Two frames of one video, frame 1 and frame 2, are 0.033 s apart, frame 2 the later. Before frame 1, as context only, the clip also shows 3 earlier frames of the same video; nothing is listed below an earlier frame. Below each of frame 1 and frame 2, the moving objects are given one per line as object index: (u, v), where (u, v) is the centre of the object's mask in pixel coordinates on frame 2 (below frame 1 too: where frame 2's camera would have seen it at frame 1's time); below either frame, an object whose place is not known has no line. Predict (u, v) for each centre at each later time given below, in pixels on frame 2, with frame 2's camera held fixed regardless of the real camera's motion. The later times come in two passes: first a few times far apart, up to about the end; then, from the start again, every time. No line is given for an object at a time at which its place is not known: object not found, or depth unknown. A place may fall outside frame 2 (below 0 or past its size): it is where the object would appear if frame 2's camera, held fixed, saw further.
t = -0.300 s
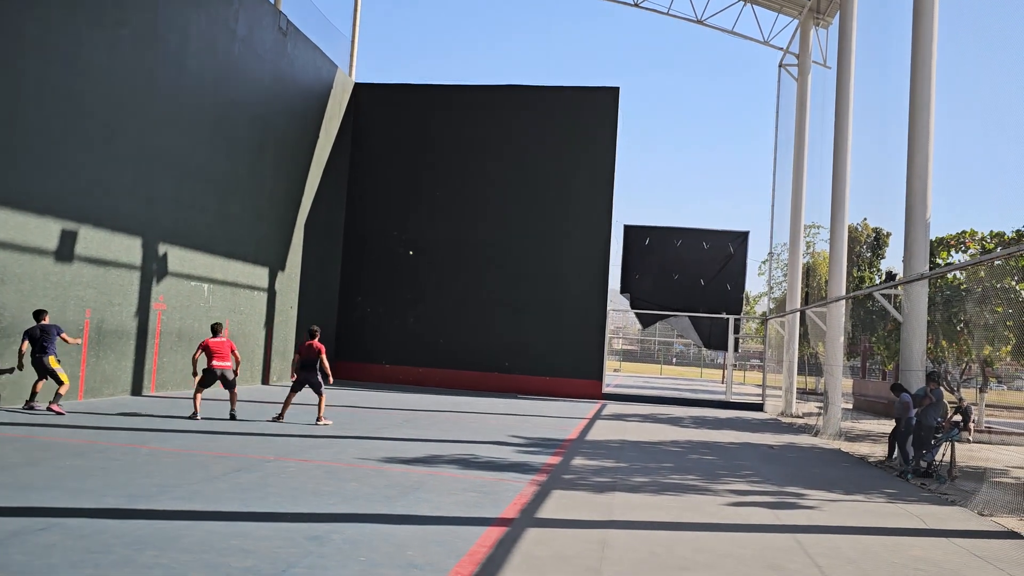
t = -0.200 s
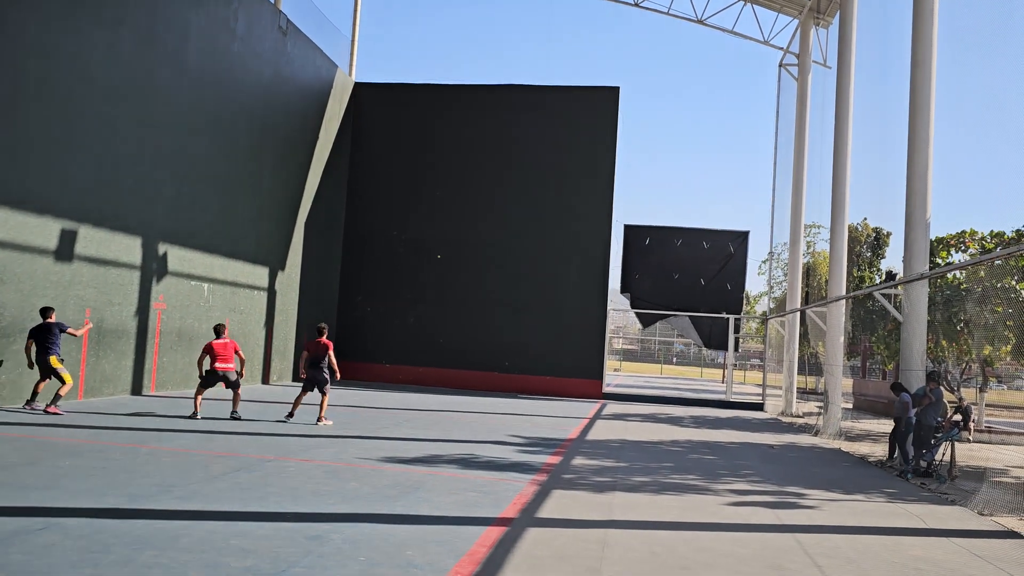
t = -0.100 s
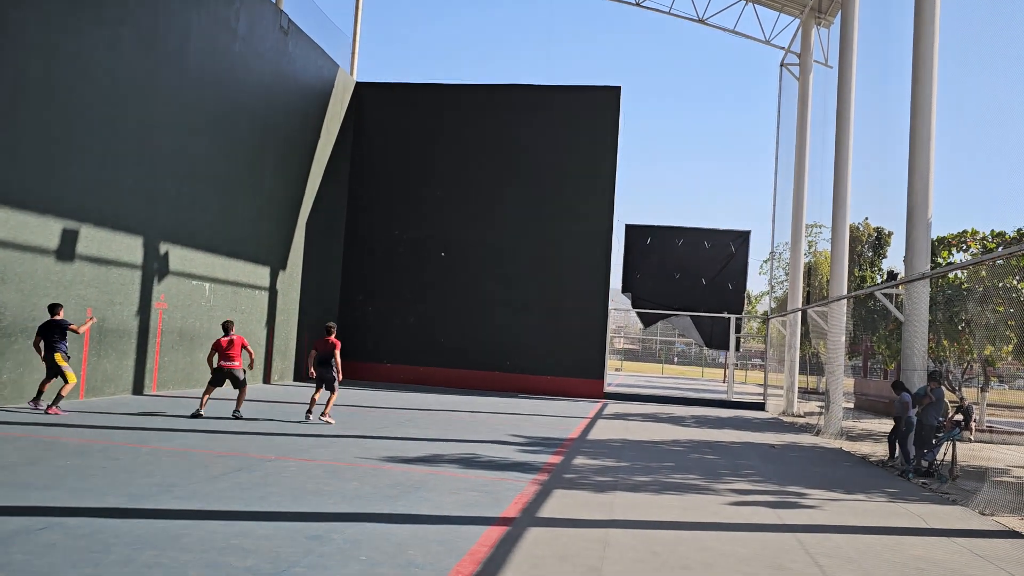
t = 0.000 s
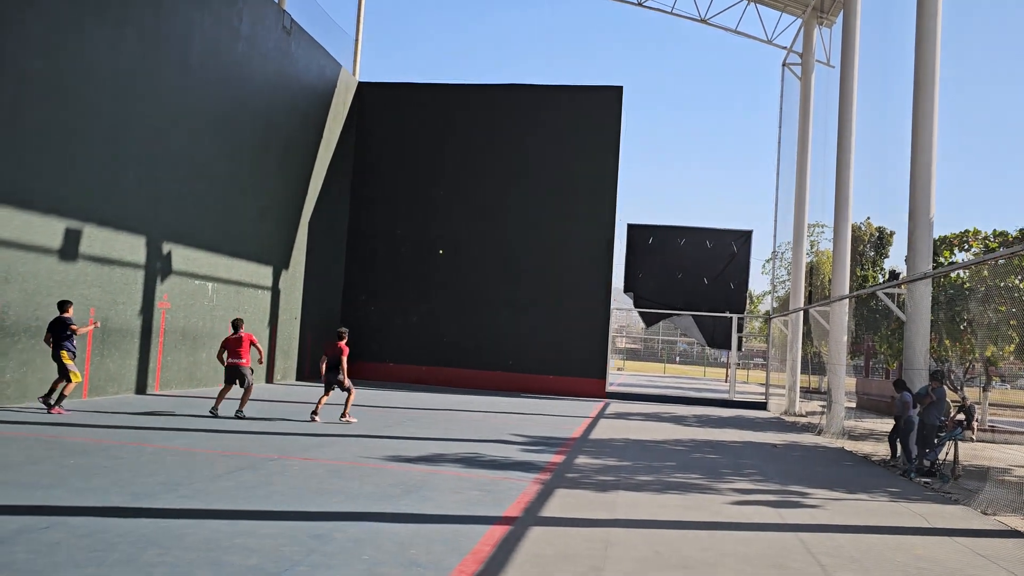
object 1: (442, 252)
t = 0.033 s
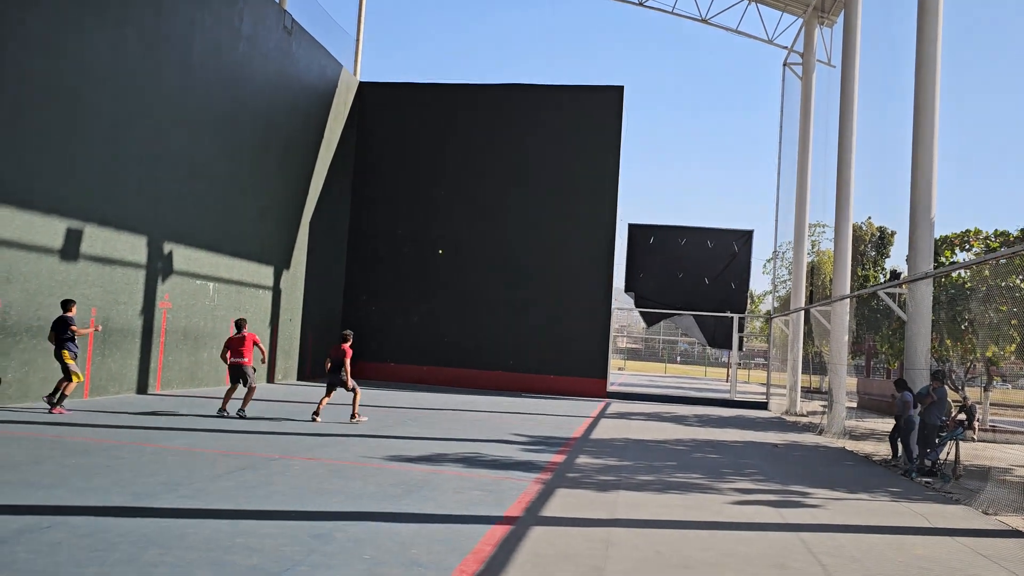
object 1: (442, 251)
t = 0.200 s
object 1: (432, 256)
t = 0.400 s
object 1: (420, 278)
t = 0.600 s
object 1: (407, 319)
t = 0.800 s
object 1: (392, 385)
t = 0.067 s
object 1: (438, 252)
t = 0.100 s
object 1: (436, 252)
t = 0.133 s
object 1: (435, 253)
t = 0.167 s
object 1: (434, 254)
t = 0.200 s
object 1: (432, 256)
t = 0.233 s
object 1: (430, 258)
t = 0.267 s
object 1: (431, 261)
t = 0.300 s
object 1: (427, 266)
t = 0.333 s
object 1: (424, 269)
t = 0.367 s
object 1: (423, 273)
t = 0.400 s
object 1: (420, 278)
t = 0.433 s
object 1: (418, 283)
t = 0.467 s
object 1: (416, 289)
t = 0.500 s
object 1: (414, 296)
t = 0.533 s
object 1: (412, 303)
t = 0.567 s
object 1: (409, 310)
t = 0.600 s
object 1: (407, 319)
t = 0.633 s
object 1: (406, 328)
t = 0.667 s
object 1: (402, 338)
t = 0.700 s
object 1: (400, 348)
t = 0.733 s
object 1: (398, 360)
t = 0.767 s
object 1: (395, 372)
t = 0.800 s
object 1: (392, 385)
